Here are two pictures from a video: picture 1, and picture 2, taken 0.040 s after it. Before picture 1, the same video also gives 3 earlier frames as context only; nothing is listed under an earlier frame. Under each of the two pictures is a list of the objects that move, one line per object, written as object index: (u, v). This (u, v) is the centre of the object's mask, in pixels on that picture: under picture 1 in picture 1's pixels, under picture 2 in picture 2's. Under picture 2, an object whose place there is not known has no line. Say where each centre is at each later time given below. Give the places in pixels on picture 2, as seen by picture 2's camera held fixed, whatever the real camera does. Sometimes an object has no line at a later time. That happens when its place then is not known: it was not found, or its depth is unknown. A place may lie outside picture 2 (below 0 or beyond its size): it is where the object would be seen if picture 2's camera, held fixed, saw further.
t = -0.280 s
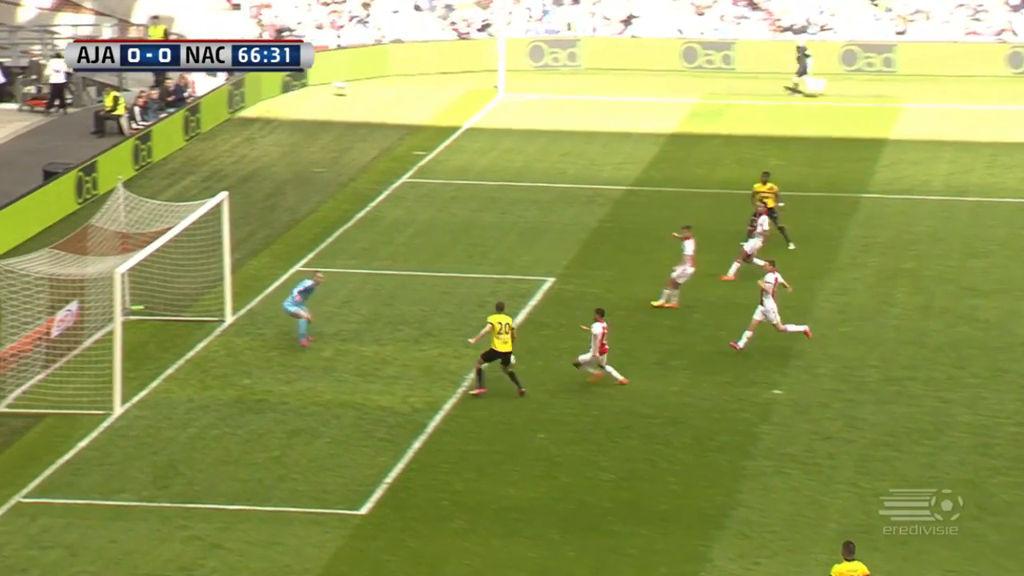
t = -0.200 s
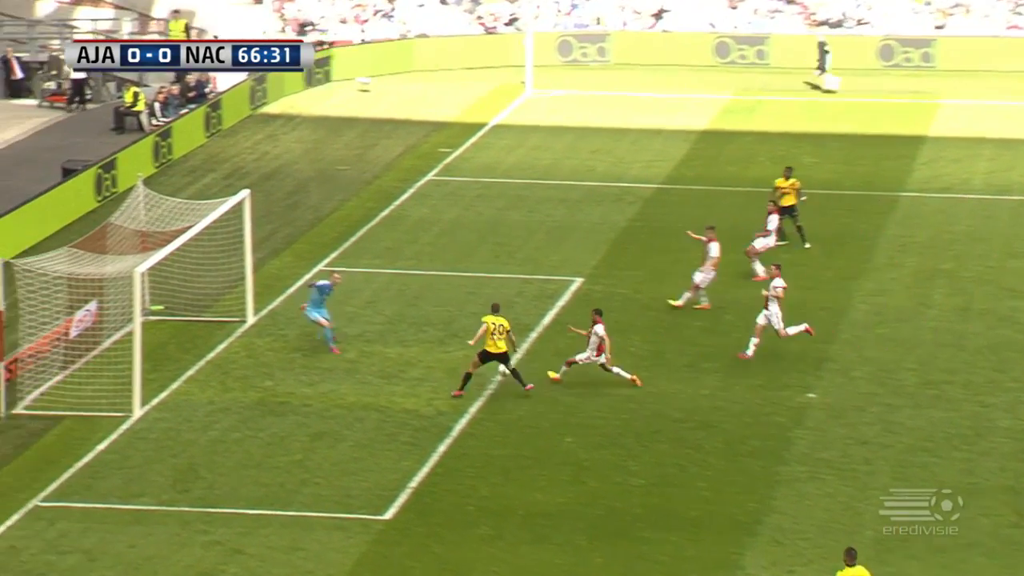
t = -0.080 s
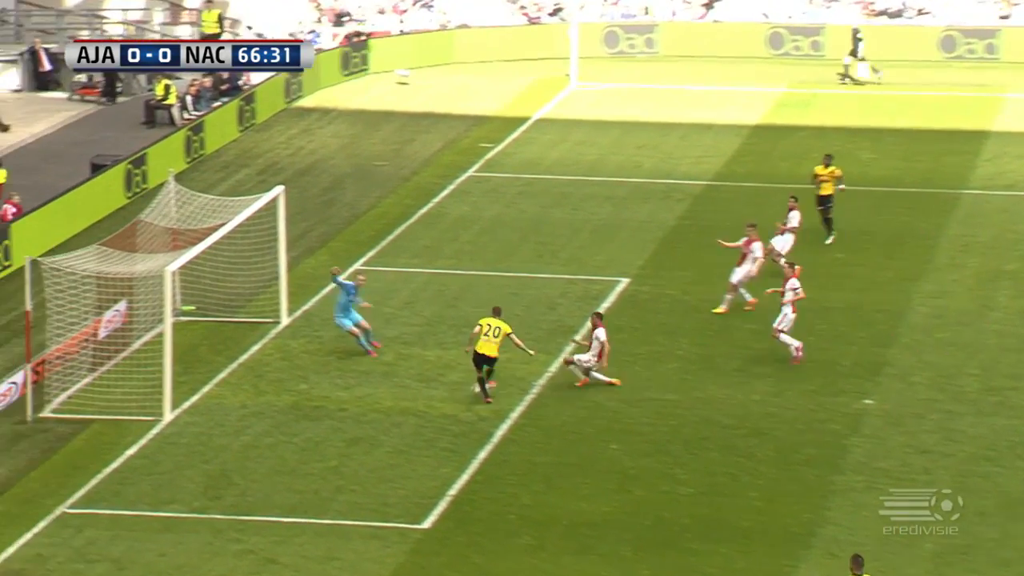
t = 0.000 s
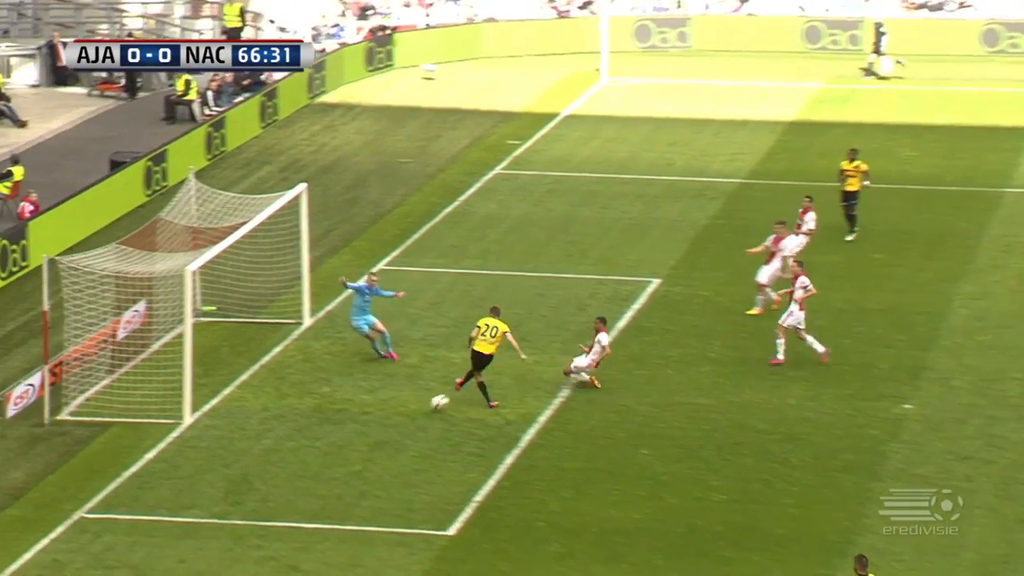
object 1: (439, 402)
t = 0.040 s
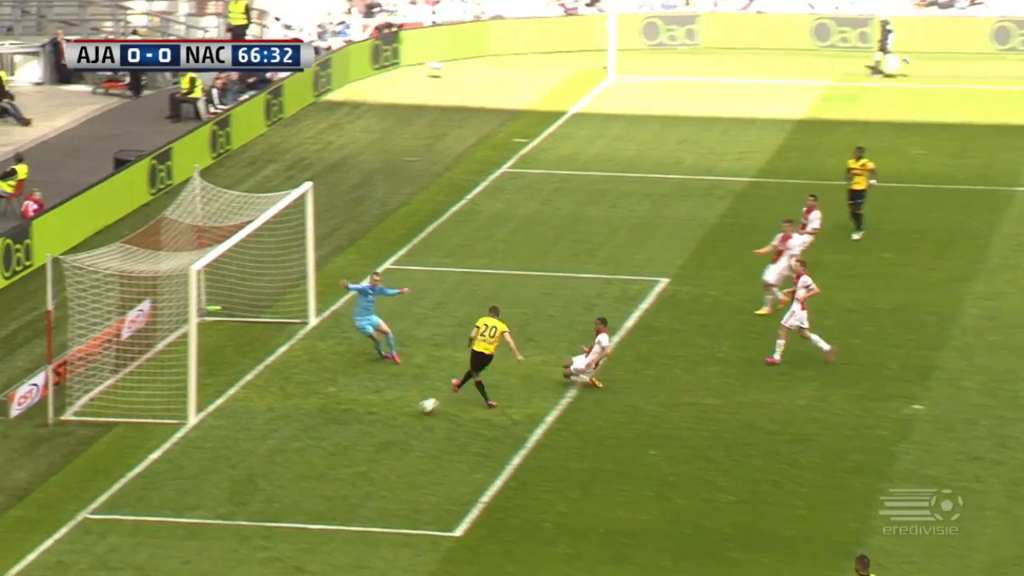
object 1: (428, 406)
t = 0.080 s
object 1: (394, 412)
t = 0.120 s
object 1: (363, 416)
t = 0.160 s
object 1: (331, 419)
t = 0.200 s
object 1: (299, 423)
